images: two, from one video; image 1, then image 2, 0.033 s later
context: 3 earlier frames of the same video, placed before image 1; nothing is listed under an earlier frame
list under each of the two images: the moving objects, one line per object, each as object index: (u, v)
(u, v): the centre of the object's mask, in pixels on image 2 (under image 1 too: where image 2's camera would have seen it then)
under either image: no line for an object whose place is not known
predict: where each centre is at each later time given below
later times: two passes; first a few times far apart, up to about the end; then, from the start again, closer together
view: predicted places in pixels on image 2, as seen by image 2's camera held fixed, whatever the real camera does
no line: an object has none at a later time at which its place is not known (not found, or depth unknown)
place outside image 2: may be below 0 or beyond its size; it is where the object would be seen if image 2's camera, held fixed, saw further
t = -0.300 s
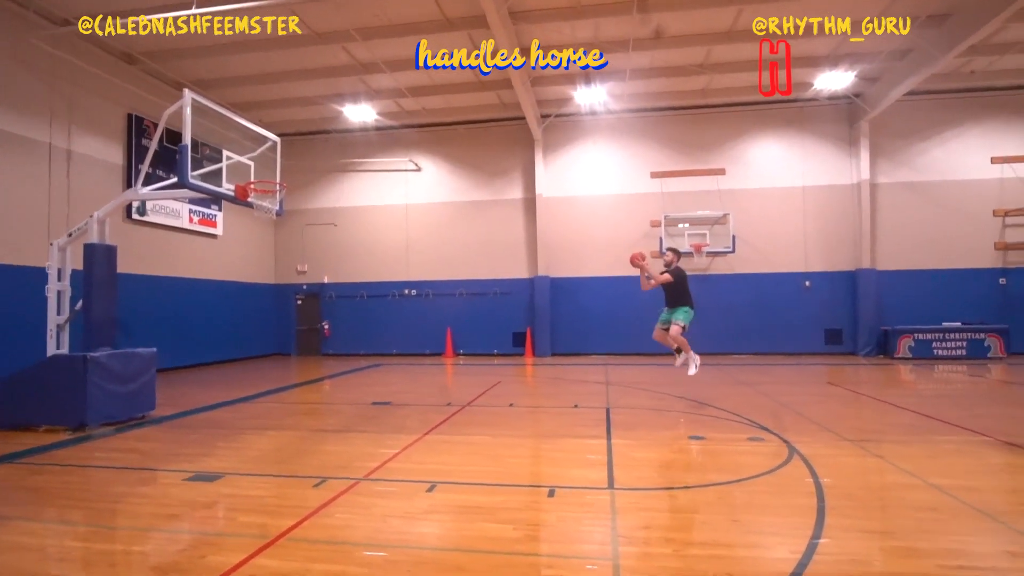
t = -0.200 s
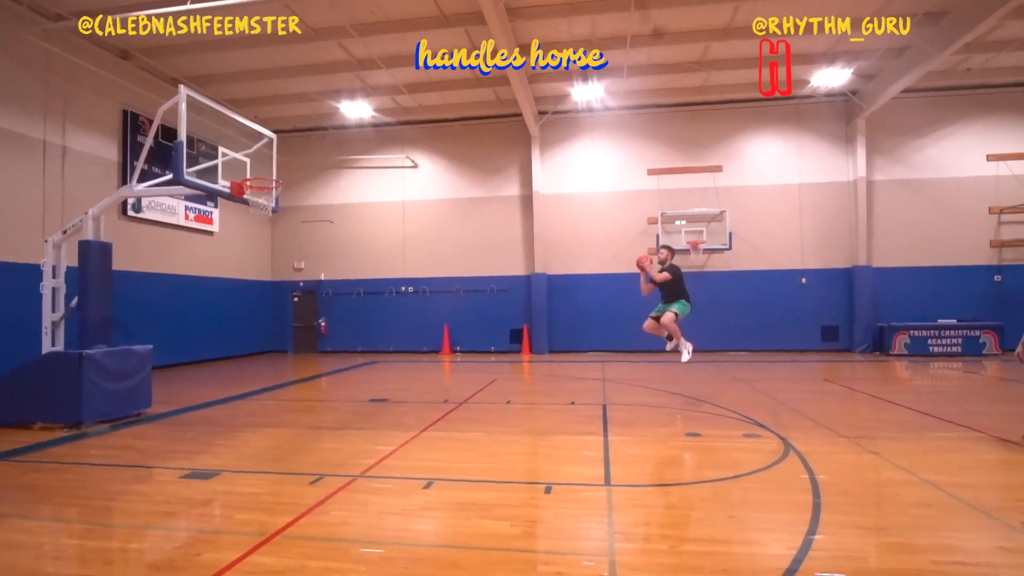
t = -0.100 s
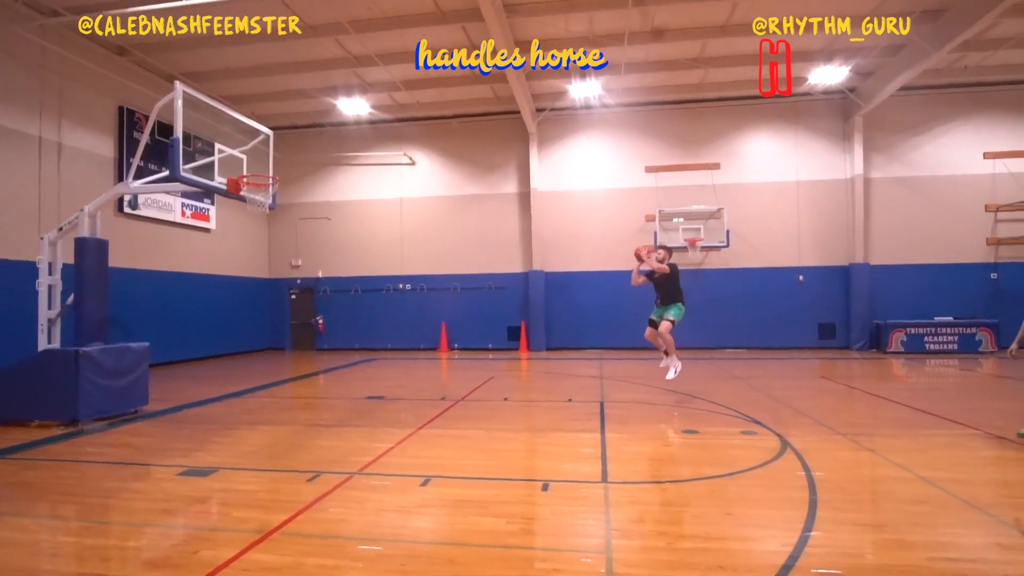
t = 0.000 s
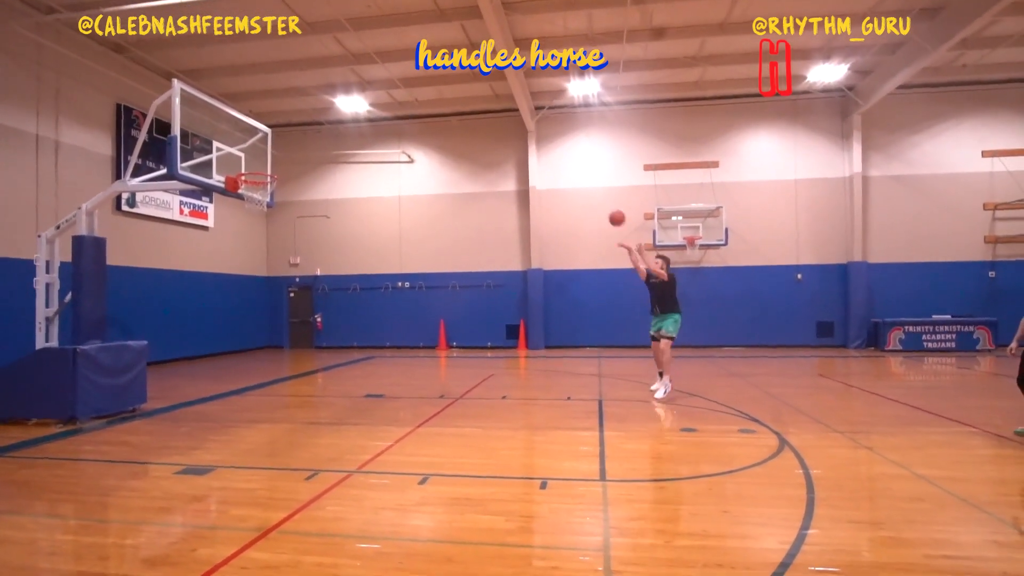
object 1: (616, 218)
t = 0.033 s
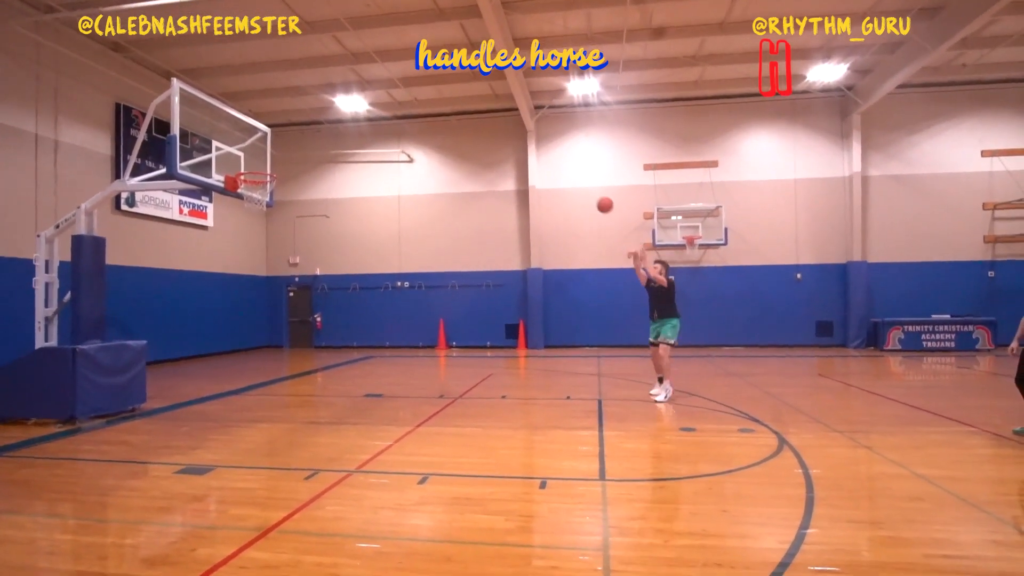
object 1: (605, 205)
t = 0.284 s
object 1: (516, 130)
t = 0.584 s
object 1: (405, 95)
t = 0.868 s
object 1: (296, 120)
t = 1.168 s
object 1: (251, 184)
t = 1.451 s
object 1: (261, 240)
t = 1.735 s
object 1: (281, 351)
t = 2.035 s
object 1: (303, 338)
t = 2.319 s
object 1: (326, 278)
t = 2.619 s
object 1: (352, 280)
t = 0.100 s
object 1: (581, 181)
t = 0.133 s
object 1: (569, 170)
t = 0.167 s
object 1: (557, 160)
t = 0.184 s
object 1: (551, 155)
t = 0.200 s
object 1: (545, 151)
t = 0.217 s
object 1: (539, 146)
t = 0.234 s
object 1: (534, 141)
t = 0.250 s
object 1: (527, 137)
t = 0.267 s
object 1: (522, 134)
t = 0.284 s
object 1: (516, 130)
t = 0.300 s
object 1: (510, 126)
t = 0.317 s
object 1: (504, 123)
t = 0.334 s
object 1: (498, 120)
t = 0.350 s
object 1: (492, 117)
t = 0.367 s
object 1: (485, 114)
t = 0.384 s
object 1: (480, 112)
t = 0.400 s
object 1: (474, 109)
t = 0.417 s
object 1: (468, 107)
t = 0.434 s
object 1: (461, 105)
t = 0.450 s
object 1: (455, 104)
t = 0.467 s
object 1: (449, 102)
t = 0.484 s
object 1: (442, 100)
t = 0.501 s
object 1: (436, 99)
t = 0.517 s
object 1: (430, 98)
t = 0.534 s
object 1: (423, 97)
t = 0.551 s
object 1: (417, 96)
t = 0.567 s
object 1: (412, 96)
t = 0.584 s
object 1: (405, 95)
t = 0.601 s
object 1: (399, 95)
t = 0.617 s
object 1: (392, 95)
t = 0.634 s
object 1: (386, 95)
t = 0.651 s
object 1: (379, 96)
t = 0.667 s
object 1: (374, 96)
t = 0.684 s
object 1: (369, 96)
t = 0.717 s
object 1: (355, 98)
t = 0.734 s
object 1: (347, 101)
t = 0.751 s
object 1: (340, 103)
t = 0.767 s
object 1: (333, 104)
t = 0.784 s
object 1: (328, 107)
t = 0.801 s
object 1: (324, 108)
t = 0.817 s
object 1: (316, 112)
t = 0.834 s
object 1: (310, 114)
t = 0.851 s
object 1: (302, 117)
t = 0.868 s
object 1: (296, 120)
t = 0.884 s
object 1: (290, 123)
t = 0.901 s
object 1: (283, 126)
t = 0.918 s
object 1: (276, 130)
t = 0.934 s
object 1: (269, 135)
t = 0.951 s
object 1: (263, 138)
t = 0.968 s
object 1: (256, 143)
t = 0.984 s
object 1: (249, 148)
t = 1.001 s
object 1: (242, 153)
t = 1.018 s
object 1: (244, 156)
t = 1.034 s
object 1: (248, 159)
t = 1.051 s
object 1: (251, 163)
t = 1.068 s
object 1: (255, 165)
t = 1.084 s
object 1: (259, 169)
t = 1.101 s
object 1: (262, 174)
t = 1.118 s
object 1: (265, 177)
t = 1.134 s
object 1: (260, 180)
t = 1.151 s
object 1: (255, 182)
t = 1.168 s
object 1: (251, 184)
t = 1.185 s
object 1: (248, 185)
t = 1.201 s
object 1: (246, 185)
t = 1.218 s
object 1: (244, 187)
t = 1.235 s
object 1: (245, 192)
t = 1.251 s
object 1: (247, 197)
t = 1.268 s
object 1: (249, 198)
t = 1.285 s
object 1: (250, 201)
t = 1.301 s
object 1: (250, 203)
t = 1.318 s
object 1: (252, 212)
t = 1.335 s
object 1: (253, 213)
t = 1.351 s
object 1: (255, 215)
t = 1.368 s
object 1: (256, 218)
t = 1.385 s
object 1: (257, 222)
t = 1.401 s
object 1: (258, 226)
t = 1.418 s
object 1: (259, 230)
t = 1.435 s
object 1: (260, 235)
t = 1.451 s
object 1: (261, 240)
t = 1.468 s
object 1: (262, 245)
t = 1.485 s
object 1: (264, 250)
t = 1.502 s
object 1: (265, 255)
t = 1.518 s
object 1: (266, 261)
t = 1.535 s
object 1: (267, 266)
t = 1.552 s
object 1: (268, 272)
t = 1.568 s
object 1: (270, 278)
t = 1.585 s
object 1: (270, 285)
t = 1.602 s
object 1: (272, 291)
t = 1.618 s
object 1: (273, 298)
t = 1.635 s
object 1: (274, 305)
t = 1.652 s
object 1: (275, 312)
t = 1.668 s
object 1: (276, 320)
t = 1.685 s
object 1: (277, 327)
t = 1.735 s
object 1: (281, 351)
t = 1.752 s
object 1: (282, 359)
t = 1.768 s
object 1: (283, 368)
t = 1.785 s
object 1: (284, 377)
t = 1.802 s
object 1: (286, 386)
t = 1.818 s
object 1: (287, 396)
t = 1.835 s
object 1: (288, 406)
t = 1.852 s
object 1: (289, 409)
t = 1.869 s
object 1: (290, 401)
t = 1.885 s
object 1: (292, 394)
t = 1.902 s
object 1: (293, 387)
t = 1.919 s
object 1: (294, 380)
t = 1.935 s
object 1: (295, 373)
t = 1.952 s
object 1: (296, 366)
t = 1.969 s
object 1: (297, 360)
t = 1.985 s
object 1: (299, 354)
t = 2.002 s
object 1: (300, 348)
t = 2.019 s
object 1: (301, 342)
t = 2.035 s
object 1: (303, 338)
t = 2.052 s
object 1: (304, 333)
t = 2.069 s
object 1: (306, 328)
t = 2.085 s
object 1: (307, 323)
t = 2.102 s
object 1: (309, 318)
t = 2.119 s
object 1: (310, 313)
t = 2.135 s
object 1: (311, 310)
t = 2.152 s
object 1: (312, 305)
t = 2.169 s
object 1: (313, 302)
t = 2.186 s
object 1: (315, 298)
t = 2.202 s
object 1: (316, 294)
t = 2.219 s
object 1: (318, 291)
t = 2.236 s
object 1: (319, 289)
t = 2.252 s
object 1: (320, 286)
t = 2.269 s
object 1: (322, 283)
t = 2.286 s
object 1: (323, 281)
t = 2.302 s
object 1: (324, 280)
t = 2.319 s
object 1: (326, 278)
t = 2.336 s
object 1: (328, 276)
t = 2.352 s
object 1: (329, 274)
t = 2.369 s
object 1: (330, 273)
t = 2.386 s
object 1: (332, 272)
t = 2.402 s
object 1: (333, 271)
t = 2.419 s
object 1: (335, 271)
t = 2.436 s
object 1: (336, 270)
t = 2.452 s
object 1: (338, 270)
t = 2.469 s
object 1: (339, 270)
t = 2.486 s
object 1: (340, 270)
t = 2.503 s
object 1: (342, 271)
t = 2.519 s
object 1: (343, 271)
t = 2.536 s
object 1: (345, 272)
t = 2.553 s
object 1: (346, 273)
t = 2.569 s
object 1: (348, 274)
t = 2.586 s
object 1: (350, 276)
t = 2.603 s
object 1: (351, 277)
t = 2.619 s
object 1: (352, 280)
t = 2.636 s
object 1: (354, 282)
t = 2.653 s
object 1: (355, 284)
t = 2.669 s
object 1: (357, 287)
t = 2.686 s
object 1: (358, 290)
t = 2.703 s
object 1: (359, 293)
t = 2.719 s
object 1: (361, 296)
